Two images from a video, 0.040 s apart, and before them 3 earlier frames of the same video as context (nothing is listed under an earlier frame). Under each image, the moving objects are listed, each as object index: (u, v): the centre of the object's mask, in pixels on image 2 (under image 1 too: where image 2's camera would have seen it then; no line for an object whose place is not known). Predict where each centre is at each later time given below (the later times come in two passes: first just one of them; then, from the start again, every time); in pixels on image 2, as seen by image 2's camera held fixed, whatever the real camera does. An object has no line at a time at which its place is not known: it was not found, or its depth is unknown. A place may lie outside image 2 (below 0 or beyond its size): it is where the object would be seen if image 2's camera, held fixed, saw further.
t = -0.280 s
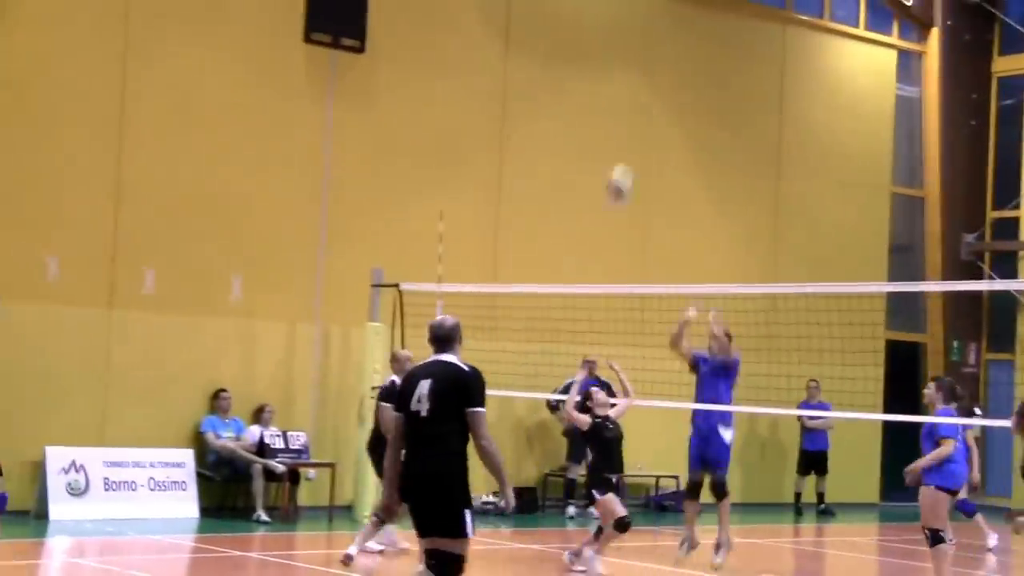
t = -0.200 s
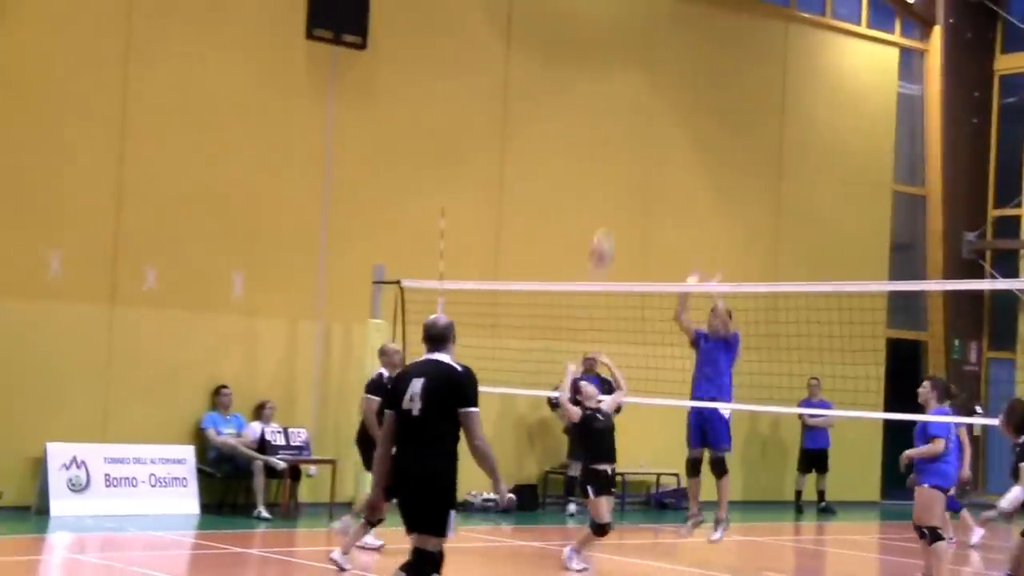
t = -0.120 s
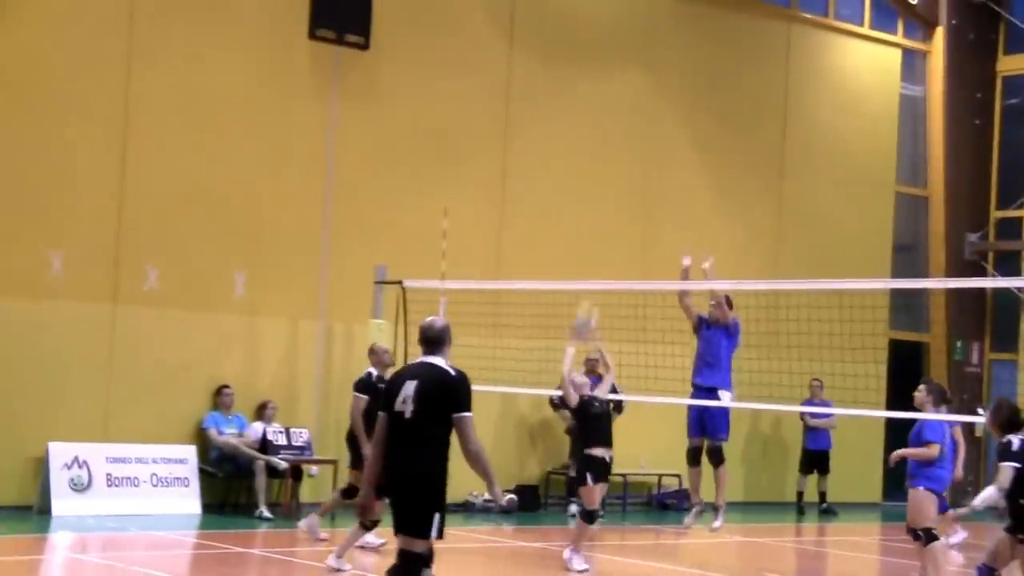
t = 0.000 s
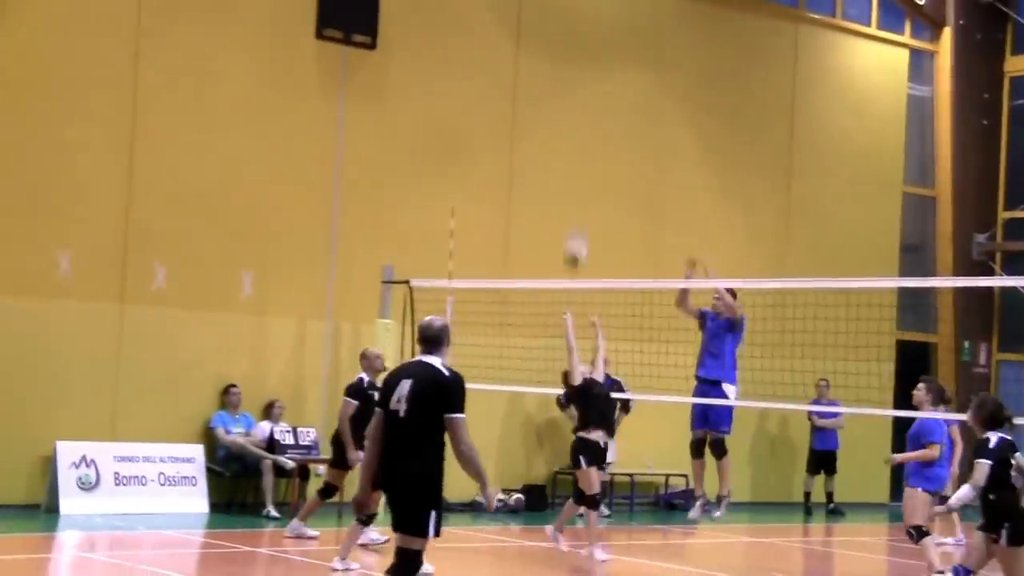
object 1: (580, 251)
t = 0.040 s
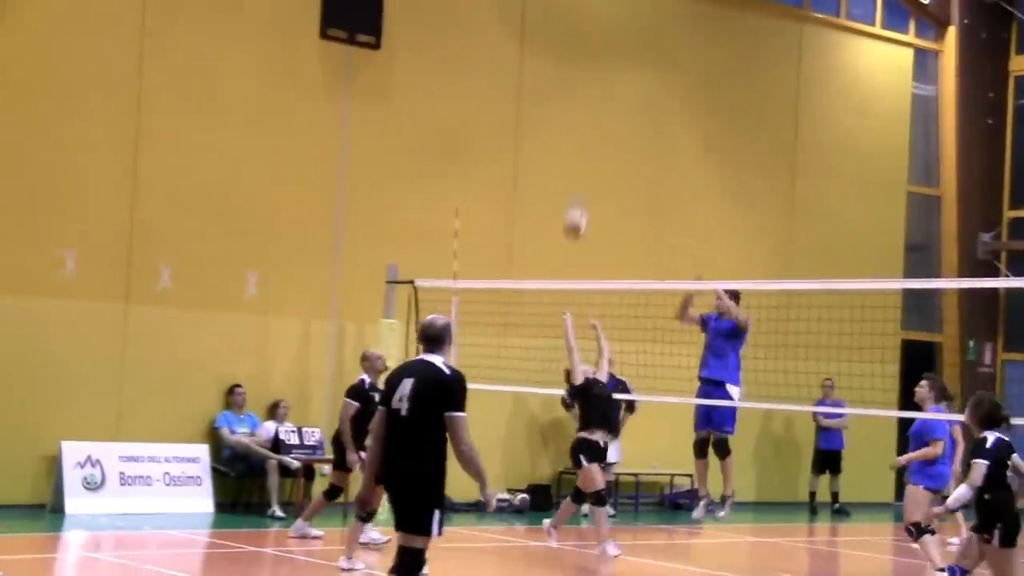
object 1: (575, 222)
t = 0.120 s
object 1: (565, 167)
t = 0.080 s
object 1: (570, 192)
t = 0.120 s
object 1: (565, 167)
